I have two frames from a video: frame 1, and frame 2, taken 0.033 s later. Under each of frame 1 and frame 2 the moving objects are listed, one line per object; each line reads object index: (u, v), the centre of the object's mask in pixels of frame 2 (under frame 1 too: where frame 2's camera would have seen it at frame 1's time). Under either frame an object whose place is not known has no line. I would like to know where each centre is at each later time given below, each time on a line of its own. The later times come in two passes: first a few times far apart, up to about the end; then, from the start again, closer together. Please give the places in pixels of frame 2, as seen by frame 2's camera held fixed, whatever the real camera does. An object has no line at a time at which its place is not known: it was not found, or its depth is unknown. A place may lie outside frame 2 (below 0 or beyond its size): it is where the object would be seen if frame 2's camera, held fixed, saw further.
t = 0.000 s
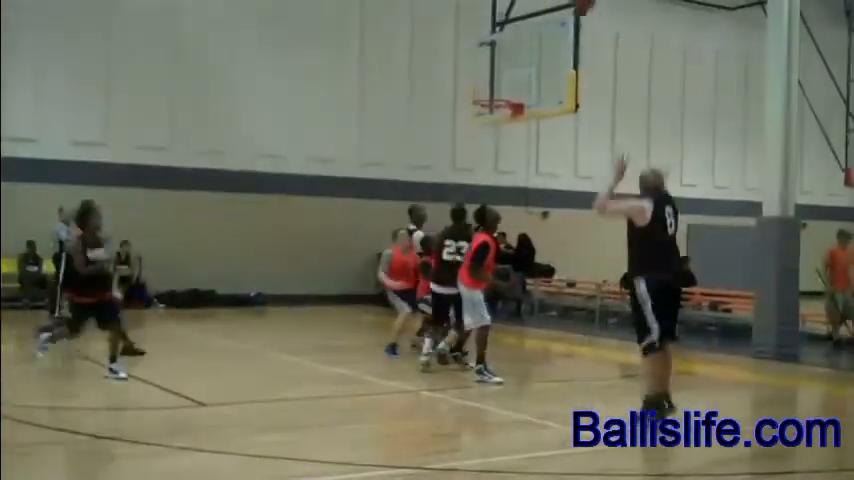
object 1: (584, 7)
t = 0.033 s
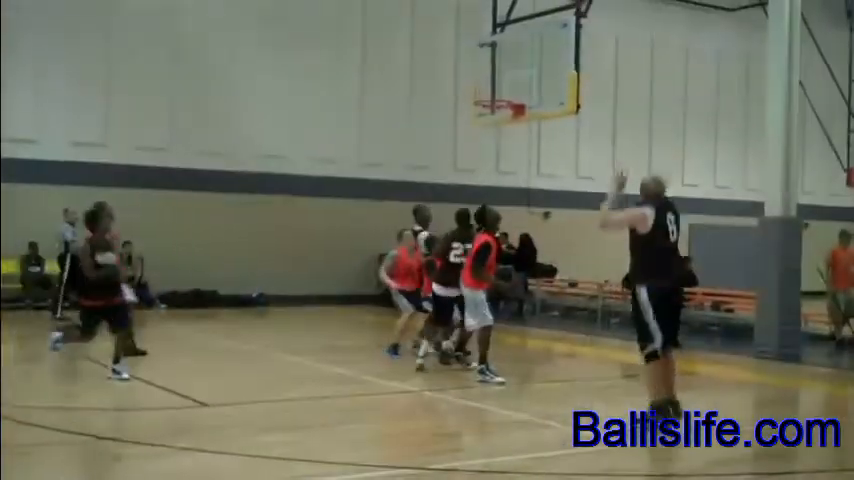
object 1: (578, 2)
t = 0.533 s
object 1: (517, 13)
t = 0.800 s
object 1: (491, 107)
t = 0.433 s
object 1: (529, -1)
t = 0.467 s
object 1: (526, 2)
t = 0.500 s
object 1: (522, 4)
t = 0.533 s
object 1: (517, 13)
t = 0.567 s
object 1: (514, 22)
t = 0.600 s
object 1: (512, 30)
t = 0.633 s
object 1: (507, 42)
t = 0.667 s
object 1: (505, 52)
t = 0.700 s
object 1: (500, 65)
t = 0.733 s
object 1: (496, 78)
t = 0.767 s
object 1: (494, 92)
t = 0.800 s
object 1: (491, 107)
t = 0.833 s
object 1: (491, 114)
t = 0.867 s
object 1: (492, 126)
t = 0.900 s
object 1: (494, 134)
